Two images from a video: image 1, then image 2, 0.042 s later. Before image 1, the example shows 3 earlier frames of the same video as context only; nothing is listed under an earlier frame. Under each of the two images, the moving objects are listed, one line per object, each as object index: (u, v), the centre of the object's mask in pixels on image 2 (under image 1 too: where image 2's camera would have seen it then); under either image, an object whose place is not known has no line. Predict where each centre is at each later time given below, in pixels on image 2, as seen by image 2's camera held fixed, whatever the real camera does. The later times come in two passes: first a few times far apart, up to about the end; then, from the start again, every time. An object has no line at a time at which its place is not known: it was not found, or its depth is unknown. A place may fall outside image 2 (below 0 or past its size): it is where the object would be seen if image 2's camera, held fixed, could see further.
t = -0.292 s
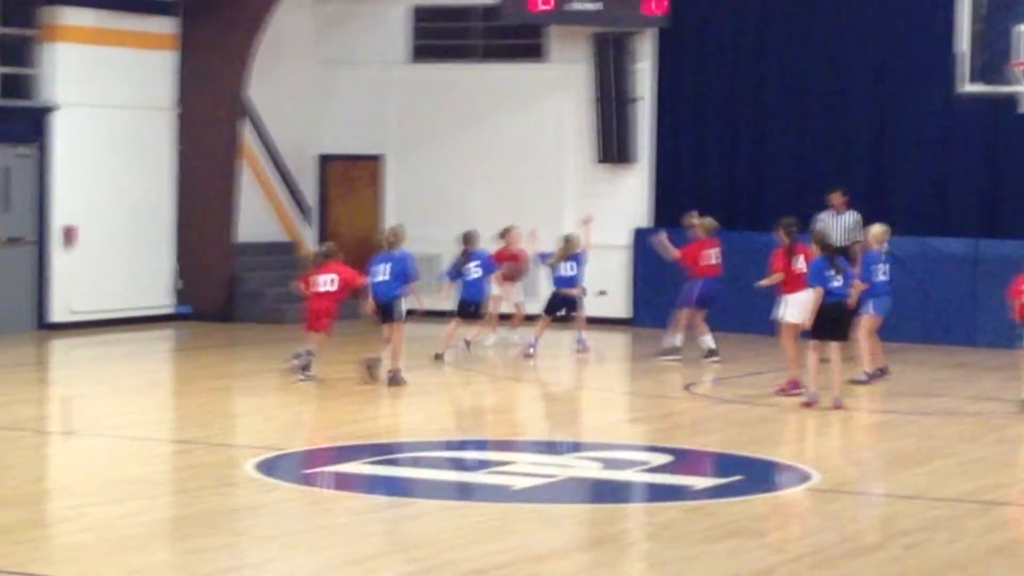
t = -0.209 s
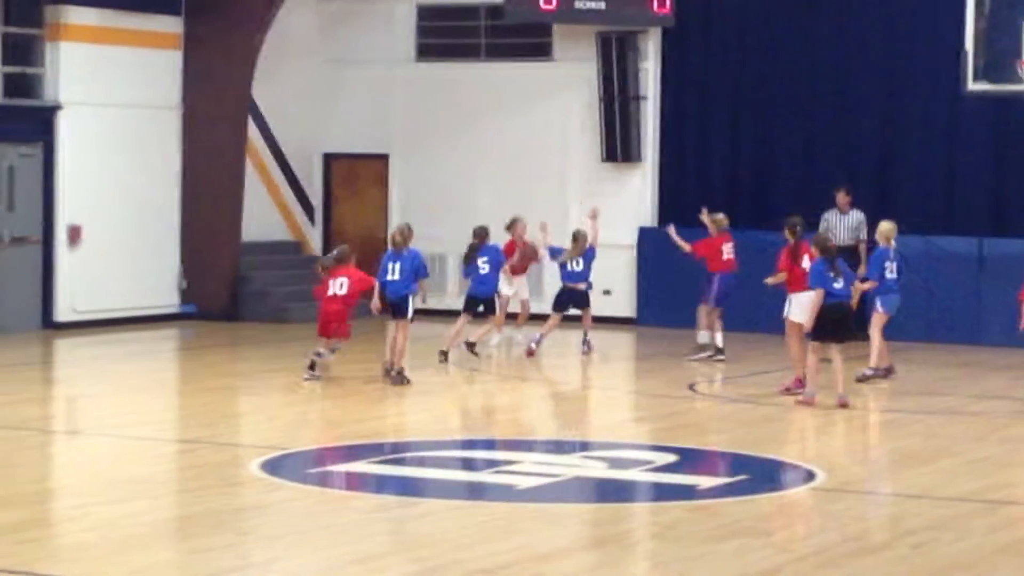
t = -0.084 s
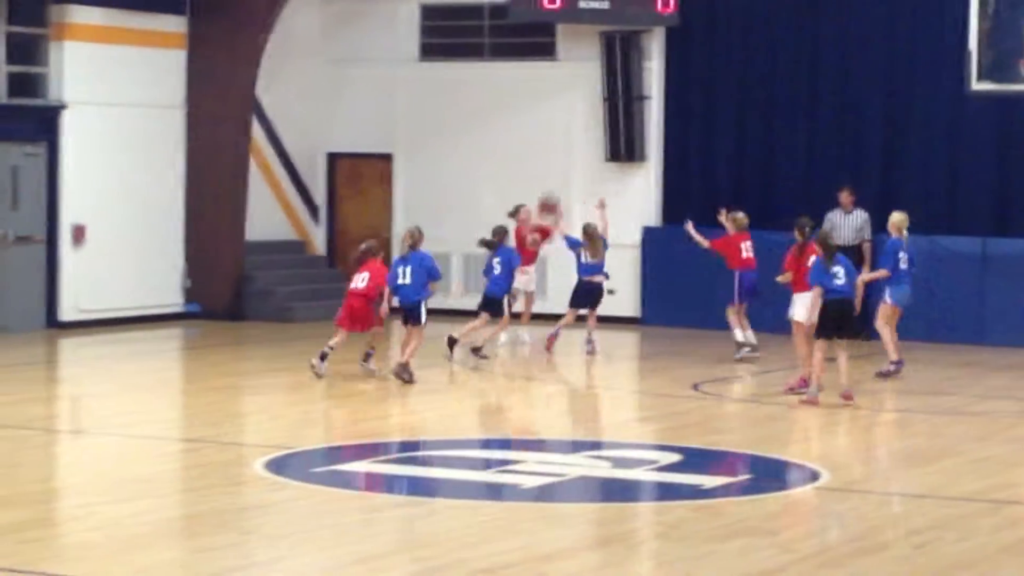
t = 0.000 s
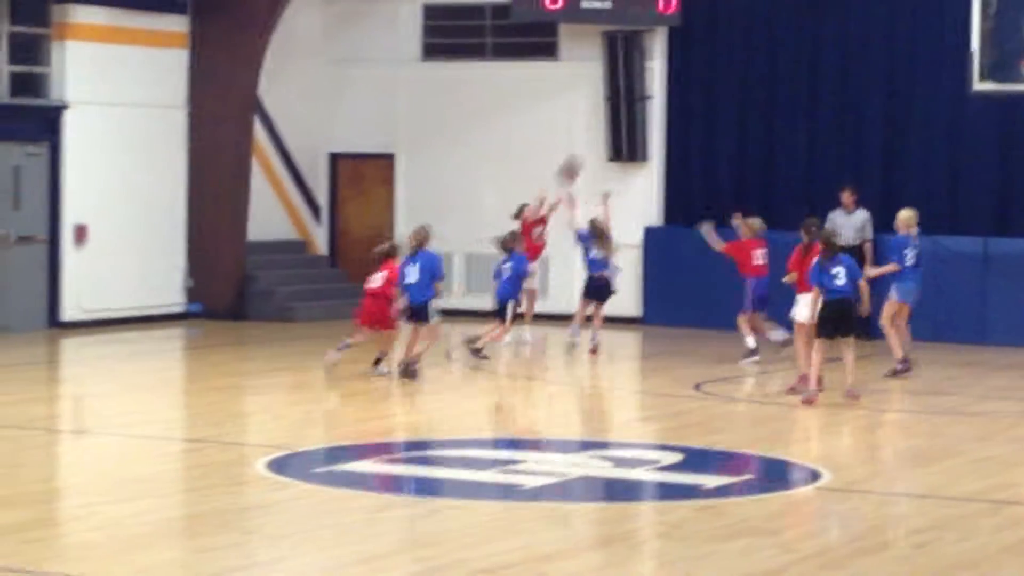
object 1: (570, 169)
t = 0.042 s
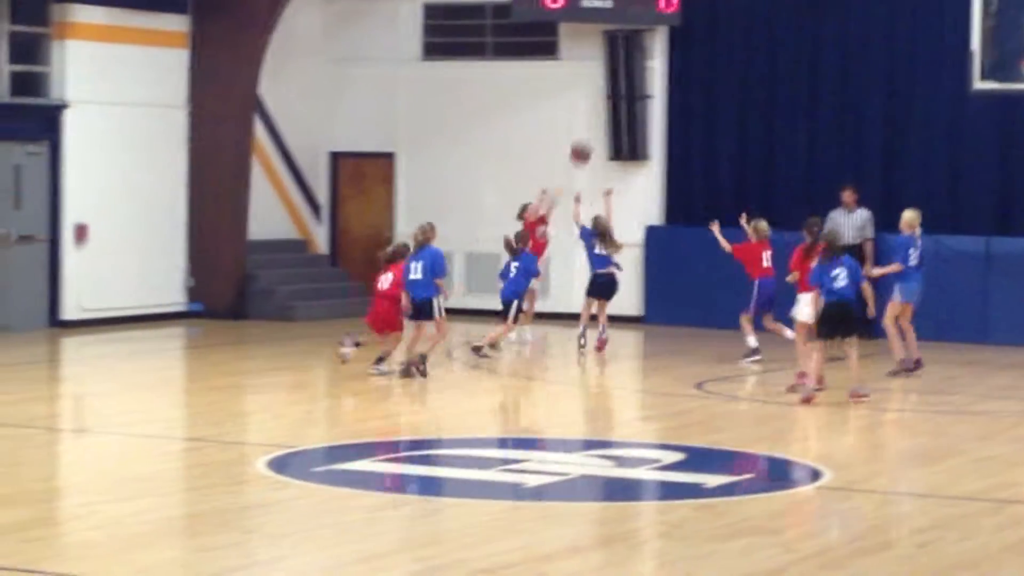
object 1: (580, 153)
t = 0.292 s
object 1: (641, 91)
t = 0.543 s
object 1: (702, 82)
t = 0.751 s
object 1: (753, 121)
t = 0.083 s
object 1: (590, 140)
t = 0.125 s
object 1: (601, 127)
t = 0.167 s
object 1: (611, 115)
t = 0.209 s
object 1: (622, 105)
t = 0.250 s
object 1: (632, 97)
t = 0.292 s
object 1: (641, 91)
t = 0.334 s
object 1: (651, 86)
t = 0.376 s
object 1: (662, 81)
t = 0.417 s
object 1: (672, 79)
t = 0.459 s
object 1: (682, 79)
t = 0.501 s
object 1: (692, 80)
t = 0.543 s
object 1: (702, 82)
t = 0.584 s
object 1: (712, 86)
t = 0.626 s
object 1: (723, 93)
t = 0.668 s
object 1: (732, 100)
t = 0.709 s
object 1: (742, 110)
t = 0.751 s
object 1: (753, 121)
